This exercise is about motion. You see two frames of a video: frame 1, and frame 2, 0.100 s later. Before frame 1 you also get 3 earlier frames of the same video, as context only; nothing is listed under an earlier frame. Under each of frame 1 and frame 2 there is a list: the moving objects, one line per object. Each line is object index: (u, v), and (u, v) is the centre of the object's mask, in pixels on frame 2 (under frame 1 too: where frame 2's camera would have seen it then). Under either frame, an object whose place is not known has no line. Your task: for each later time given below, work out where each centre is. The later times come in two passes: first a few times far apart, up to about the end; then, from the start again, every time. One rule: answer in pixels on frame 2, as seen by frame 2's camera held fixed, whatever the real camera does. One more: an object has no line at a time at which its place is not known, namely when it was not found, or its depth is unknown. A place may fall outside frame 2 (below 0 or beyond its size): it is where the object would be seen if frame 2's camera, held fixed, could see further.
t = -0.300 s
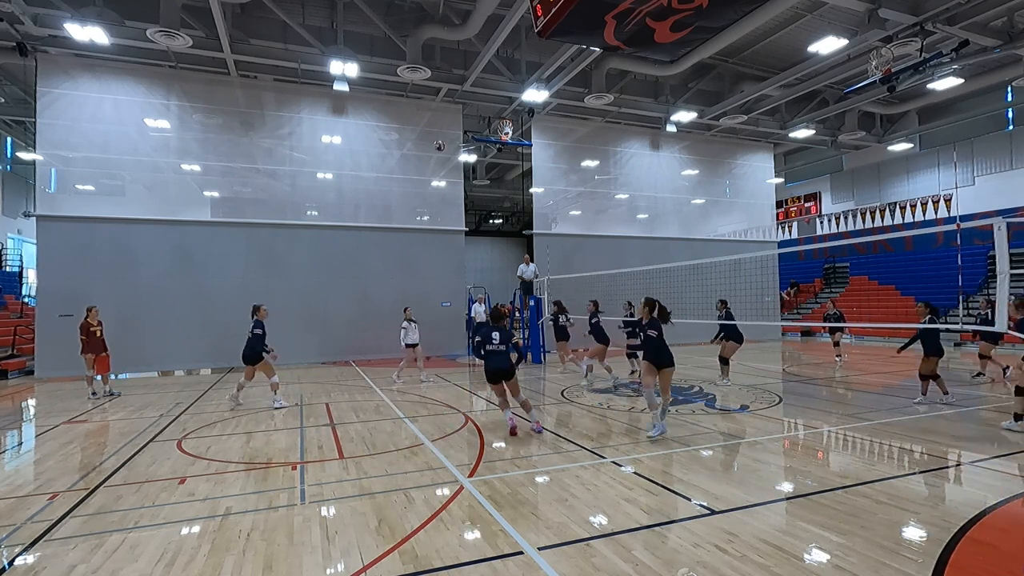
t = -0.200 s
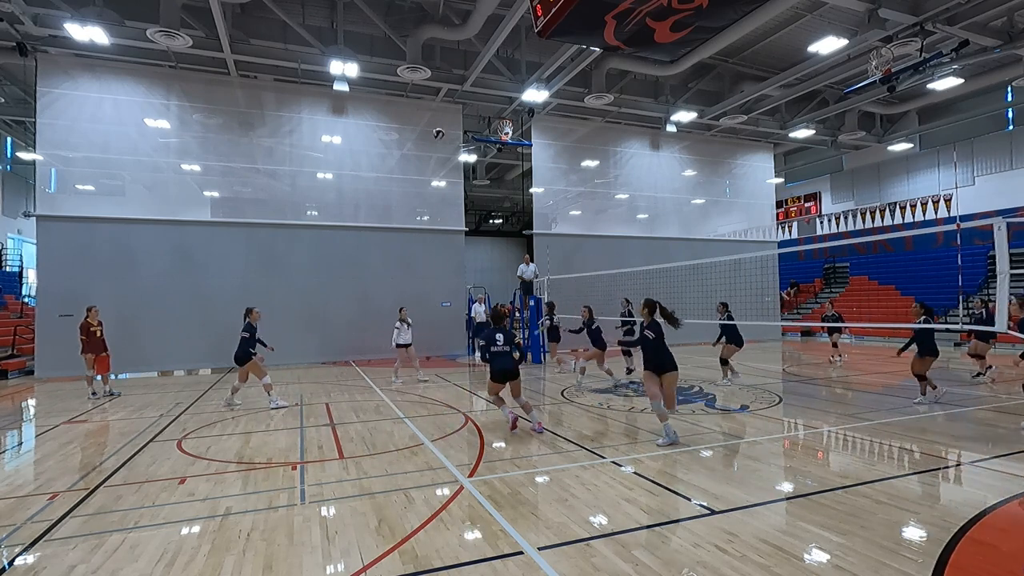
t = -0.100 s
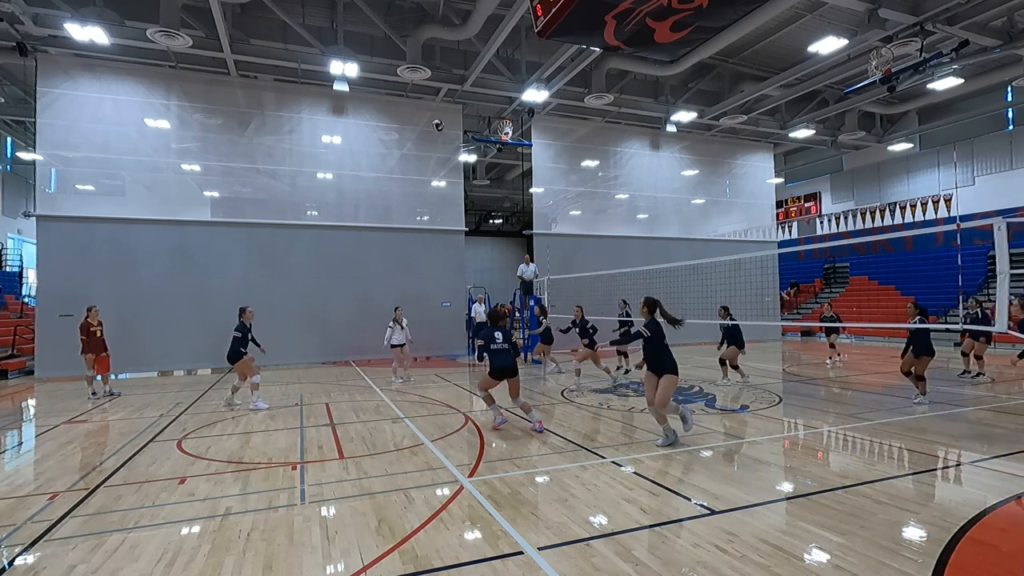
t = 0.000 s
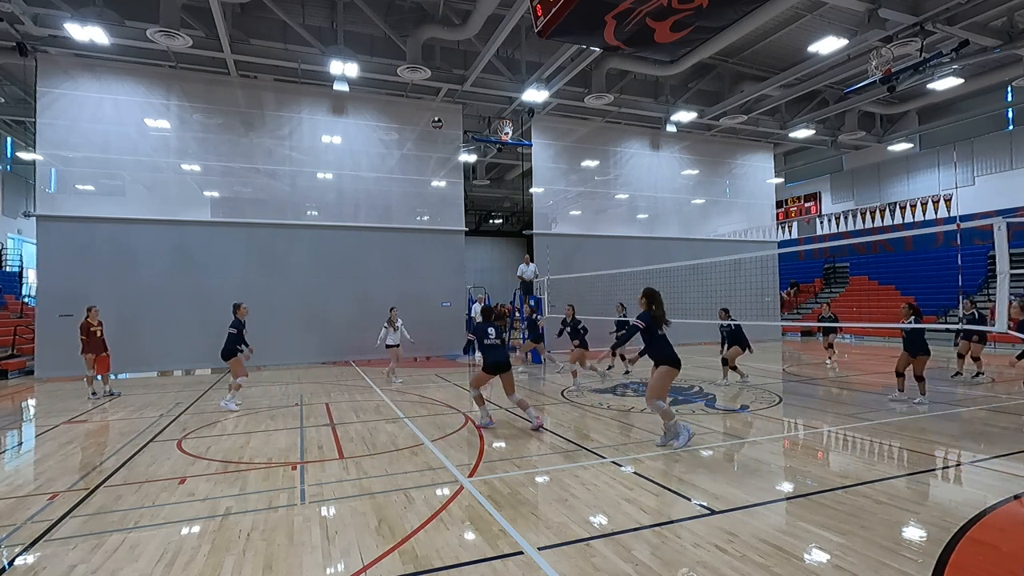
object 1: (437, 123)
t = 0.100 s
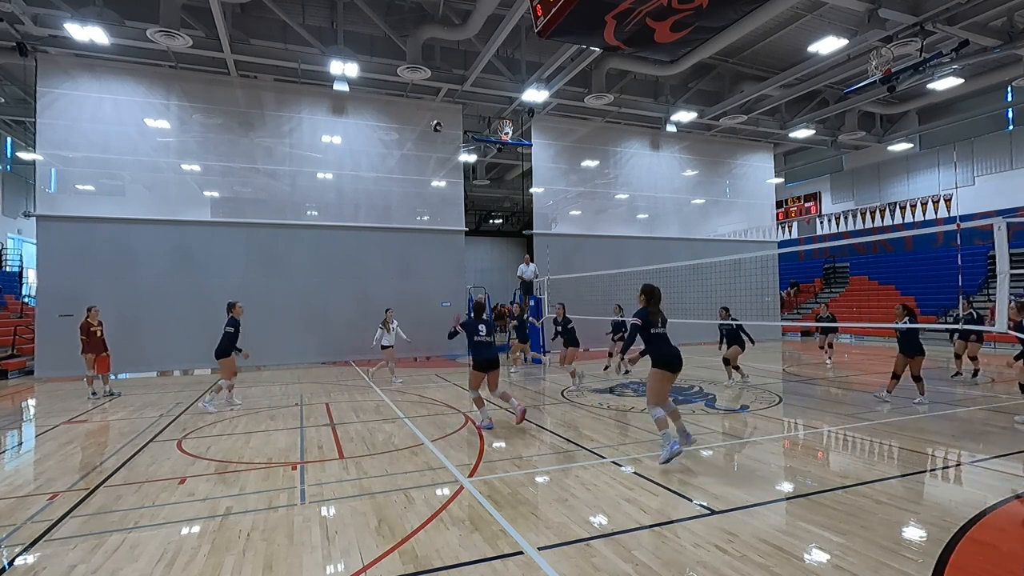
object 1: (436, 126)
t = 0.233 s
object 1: (435, 140)
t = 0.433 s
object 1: (434, 185)
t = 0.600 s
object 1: (435, 246)
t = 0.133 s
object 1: (436, 128)
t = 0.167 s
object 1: (436, 131)
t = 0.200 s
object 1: (435, 135)
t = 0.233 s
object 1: (435, 140)
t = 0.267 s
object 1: (435, 146)
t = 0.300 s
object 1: (435, 152)
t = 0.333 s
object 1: (435, 159)
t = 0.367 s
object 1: (435, 167)
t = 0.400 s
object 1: (434, 175)
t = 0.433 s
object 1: (434, 185)
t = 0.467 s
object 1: (434, 196)
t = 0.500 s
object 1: (434, 207)
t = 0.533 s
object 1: (434, 219)
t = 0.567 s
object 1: (434, 232)
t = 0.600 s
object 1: (435, 246)
